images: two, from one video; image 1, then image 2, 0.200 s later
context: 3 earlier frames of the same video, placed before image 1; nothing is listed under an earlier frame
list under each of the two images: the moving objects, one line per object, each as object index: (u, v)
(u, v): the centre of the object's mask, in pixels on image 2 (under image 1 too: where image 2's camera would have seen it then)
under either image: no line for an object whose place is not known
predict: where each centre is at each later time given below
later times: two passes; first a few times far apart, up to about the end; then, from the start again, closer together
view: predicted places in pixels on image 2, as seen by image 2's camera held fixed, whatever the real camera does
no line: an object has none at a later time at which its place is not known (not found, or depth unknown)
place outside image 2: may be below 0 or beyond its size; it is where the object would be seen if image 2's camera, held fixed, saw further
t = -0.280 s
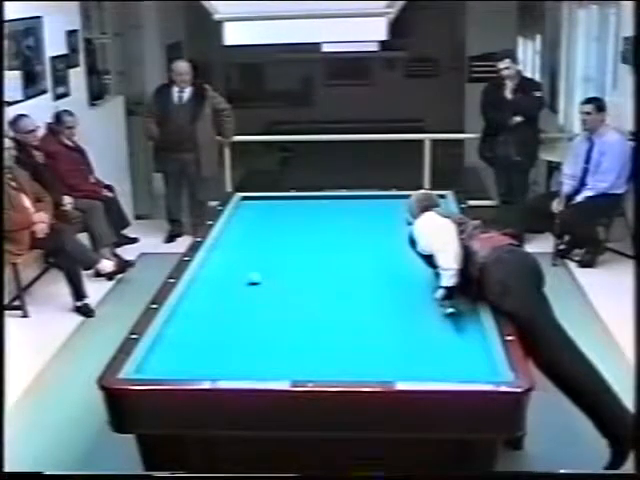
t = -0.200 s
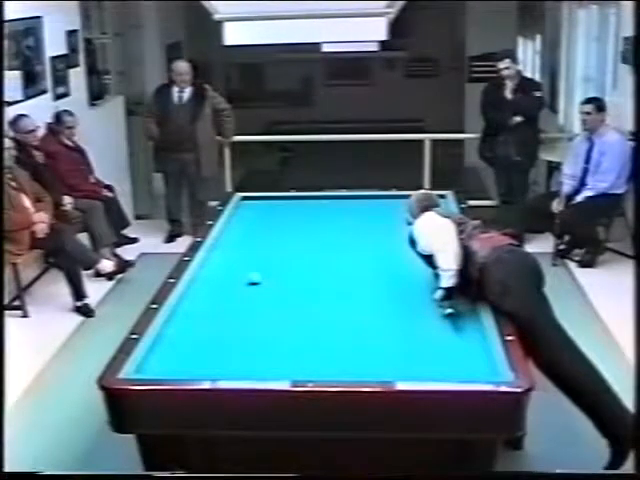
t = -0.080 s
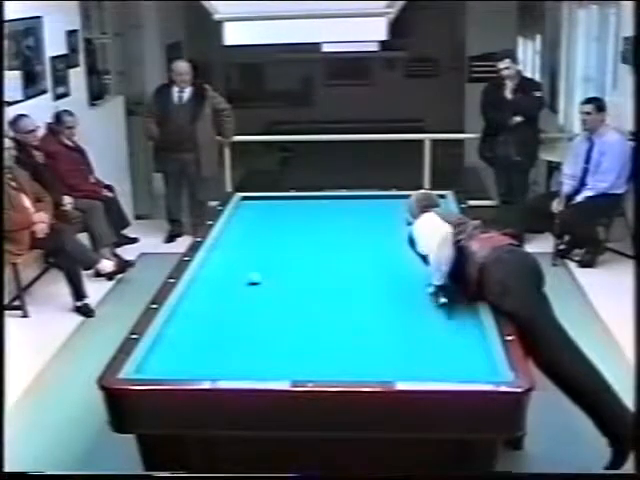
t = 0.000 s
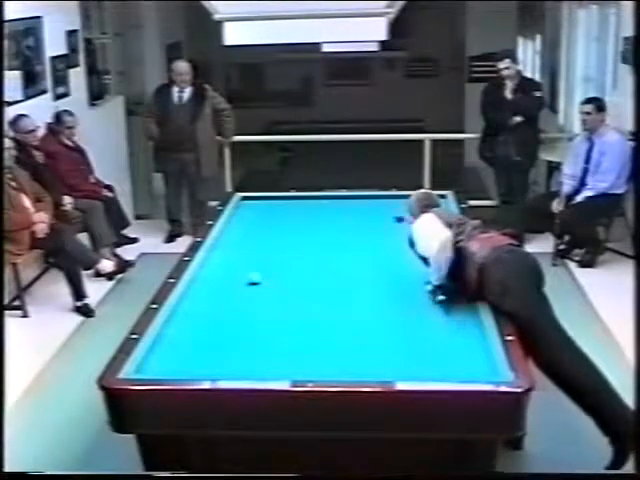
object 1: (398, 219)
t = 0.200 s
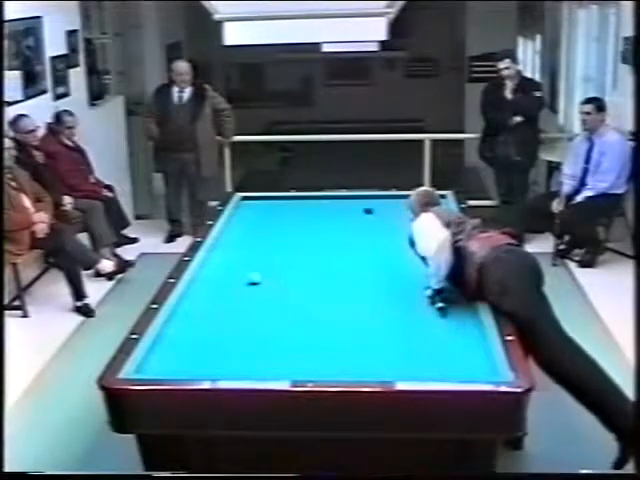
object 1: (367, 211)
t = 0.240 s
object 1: (362, 209)
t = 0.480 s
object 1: (333, 200)
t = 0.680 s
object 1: (313, 199)
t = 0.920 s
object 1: (293, 203)
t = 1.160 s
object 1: (269, 209)
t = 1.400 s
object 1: (248, 213)
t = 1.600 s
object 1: (236, 216)
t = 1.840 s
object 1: (246, 219)
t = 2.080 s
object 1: (255, 223)
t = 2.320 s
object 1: (264, 226)
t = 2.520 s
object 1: (272, 229)
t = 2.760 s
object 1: (282, 232)
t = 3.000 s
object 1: (291, 235)
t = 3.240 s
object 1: (301, 240)
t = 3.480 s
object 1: (310, 243)
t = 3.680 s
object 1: (318, 246)
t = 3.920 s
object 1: (328, 249)
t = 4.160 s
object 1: (338, 253)
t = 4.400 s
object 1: (346, 256)
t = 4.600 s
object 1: (354, 259)
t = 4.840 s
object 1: (363, 262)
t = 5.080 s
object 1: (372, 265)
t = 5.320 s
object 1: (380, 269)
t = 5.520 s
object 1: (387, 272)
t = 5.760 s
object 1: (395, 275)
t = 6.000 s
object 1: (403, 278)
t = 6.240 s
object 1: (411, 279)
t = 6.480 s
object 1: (419, 281)
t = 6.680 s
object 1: (426, 283)
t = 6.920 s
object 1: (434, 284)
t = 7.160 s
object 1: (442, 288)
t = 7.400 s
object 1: (447, 290)
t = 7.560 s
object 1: (452, 291)
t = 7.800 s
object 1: (459, 292)
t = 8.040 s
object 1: (463, 293)
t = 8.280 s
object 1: (467, 294)
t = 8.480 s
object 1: (466, 294)
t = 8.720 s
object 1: (465, 294)
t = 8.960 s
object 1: (465, 293)
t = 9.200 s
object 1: (465, 293)
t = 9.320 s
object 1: (463, 293)
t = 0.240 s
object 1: (362, 209)
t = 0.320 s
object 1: (353, 206)
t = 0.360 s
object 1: (348, 205)
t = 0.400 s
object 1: (343, 203)
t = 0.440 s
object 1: (339, 202)
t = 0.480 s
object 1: (333, 200)
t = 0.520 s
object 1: (328, 200)
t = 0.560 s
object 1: (324, 198)
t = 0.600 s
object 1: (320, 199)
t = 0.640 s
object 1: (316, 199)
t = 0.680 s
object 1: (313, 199)
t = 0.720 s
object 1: (310, 200)
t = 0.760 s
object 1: (307, 201)
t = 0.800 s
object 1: (303, 201)
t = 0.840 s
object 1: (299, 202)
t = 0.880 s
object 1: (296, 202)
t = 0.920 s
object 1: (293, 203)
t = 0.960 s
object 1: (288, 204)
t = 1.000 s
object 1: (285, 204)
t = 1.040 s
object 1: (282, 205)
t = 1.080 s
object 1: (277, 207)
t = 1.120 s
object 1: (273, 207)
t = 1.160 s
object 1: (269, 209)
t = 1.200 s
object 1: (267, 209)
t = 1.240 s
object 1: (263, 210)
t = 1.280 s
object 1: (260, 210)
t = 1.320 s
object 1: (256, 211)
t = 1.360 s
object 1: (251, 212)
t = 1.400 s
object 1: (248, 213)
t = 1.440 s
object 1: (246, 213)
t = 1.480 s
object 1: (242, 214)
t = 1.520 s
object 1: (237, 214)
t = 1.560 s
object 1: (235, 215)
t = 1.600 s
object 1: (236, 216)
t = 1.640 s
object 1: (236, 216)
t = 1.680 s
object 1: (239, 216)
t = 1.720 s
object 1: (239, 217)
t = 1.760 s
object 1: (242, 217)
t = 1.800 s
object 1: (245, 219)
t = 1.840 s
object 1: (246, 219)
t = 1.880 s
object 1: (247, 220)
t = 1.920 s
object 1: (250, 221)
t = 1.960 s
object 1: (250, 221)
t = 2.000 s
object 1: (252, 222)
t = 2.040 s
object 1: (253, 222)
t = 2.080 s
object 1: (255, 223)
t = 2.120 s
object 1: (257, 223)
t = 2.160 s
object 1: (258, 224)
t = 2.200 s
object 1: (260, 224)
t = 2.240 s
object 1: (261, 225)
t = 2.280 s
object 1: (263, 225)
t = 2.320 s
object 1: (264, 226)
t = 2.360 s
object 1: (266, 226)
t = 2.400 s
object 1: (267, 227)
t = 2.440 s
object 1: (269, 227)
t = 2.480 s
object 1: (271, 229)
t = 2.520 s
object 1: (272, 229)
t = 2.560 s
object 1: (274, 229)
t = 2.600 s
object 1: (276, 230)
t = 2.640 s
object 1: (277, 231)
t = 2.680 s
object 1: (279, 231)
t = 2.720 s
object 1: (280, 231)
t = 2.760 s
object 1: (282, 232)
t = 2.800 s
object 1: (283, 233)
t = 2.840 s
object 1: (285, 234)
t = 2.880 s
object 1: (287, 234)
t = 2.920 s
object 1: (288, 234)
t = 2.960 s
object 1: (290, 235)
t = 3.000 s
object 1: (291, 235)
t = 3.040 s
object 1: (293, 237)
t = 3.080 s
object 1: (294, 237)
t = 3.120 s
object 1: (296, 238)
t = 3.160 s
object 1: (298, 238)
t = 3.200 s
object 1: (300, 239)
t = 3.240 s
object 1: (301, 240)
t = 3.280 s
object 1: (303, 241)
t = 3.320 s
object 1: (304, 241)
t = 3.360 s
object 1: (306, 241)
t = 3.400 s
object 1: (307, 242)
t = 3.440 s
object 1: (309, 243)
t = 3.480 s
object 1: (310, 243)
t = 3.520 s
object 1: (312, 244)
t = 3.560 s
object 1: (314, 244)
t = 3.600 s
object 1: (315, 245)
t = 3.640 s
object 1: (317, 245)
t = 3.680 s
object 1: (318, 246)
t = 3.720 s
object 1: (320, 246)
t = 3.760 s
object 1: (322, 246)
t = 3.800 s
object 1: (324, 247)
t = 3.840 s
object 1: (325, 248)
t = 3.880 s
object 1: (326, 248)
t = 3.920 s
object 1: (328, 249)
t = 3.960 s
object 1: (330, 250)
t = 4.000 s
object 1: (331, 250)
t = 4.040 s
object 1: (333, 251)
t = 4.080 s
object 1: (335, 252)
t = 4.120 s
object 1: (336, 252)
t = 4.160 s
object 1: (338, 253)
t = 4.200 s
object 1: (339, 253)
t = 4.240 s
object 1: (341, 253)
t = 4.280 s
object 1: (342, 254)
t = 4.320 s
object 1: (344, 255)
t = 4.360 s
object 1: (345, 255)
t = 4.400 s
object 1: (346, 256)
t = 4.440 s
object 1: (348, 257)
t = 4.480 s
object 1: (350, 257)
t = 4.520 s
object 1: (351, 258)
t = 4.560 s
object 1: (353, 258)
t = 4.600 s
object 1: (354, 259)
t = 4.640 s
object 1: (355, 260)
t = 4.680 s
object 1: (357, 260)
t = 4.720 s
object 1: (358, 261)
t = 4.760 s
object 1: (360, 261)
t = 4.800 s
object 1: (362, 262)
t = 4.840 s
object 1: (363, 262)
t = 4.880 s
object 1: (364, 263)
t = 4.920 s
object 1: (366, 263)
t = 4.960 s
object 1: (368, 264)
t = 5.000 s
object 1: (368, 265)
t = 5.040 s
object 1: (370, 265)
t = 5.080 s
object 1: (372, 265)
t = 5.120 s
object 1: (373, 266)
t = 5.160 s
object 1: (375, 267)
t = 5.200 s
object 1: (376, 267)
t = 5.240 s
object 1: (377, 268)
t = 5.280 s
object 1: (379, 269)
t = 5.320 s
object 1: (380, 269)
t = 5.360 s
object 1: (382, 270)
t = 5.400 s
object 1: (383, 270)
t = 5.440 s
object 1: (384, 271)
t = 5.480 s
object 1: (386, 271)
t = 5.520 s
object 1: (387, 272)
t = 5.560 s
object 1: (388, 272)
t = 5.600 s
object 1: (390, 273)
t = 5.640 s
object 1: (391, 273)
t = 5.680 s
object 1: (392, 274)
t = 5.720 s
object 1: (394, 275)
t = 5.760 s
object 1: (395, 275)
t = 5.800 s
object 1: (396, 276)
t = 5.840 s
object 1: (398, 276)
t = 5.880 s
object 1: (400, 276)
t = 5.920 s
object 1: (400, 277)
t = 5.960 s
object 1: (402, 277)
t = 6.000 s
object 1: (403, 278)
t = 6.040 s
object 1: (405, 278)
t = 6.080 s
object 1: (406, 279)
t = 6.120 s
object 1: (407, 279)
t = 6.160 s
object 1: (409, 279)
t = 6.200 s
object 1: (410, 279)
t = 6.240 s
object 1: (411, 279)
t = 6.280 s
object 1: (413, 279)
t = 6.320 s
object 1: (414, 280)
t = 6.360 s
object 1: (415, 280)
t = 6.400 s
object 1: (416, 281)
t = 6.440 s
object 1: (418, 281)
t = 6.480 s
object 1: (419, 281)
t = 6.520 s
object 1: (420, 282)
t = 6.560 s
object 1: (422, 282)
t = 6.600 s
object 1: (423, 282)
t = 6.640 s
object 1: (424, 283)
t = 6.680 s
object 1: (426, 283)
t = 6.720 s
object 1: (427, 283)
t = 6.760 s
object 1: (428, 283)
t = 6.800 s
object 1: (429, 283)
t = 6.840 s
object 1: (430, 283)
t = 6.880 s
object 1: (431, 283)
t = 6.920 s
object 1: (434, 284)
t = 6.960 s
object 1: (435, 285)
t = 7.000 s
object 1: (436, 285)
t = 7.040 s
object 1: (437, 285)
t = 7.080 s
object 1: (438, 286)
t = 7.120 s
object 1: (440, 287)
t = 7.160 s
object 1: (442, 288)
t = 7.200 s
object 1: (443, 289)
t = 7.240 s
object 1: (443, 289)
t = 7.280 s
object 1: (444, 289)
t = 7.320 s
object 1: (446, 289)
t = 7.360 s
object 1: (447, 290)
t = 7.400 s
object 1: (447, 290)
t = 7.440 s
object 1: (448, 290)
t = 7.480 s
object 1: (448, 291)
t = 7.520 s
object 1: (450, 291)
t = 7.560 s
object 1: (452, 291)
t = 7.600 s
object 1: (453, 292)
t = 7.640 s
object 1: (454, 292)
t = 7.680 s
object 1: (456, 292)
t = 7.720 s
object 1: (456, 292)
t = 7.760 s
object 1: (457, 292)
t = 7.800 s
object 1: (459, 292)
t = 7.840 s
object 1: (459, 292)
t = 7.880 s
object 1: (459, 292)
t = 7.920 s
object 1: (461, 293)
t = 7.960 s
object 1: (462, 292)
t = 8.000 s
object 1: (462, 293)
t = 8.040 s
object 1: (463, 293)
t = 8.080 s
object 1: (465, 294)
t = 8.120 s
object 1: (465, 294)
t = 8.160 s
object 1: (466, 294)
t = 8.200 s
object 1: (467, 294)
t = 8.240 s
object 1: (467, 294)
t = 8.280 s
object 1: (467, 294)
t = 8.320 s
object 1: (466, 294)
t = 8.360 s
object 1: (466, 294)
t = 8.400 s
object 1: (466, 294)
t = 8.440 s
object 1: (465, 294)
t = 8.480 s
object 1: (466, 294)
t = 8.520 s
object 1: (465, 294)
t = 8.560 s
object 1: (465, 294)
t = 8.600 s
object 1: (465, 294)
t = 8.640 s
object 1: (466, 294)
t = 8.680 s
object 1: (465, 294)
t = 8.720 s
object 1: (465, 294)
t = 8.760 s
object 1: (466, 294)
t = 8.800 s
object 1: (465, 294)
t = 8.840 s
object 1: (465, 294)
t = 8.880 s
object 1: (465, 293)
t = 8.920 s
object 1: (465, 294)
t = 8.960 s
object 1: (465, 293)
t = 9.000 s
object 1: (465, 293)
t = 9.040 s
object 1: (465, 293)
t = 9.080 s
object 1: (465, 293)
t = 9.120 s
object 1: (465, 293)
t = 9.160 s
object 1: (465, 293)
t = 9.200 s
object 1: (465, 293)
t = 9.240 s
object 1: (464, 294)
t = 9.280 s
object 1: (464, 294)
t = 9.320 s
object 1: (463, 293)
